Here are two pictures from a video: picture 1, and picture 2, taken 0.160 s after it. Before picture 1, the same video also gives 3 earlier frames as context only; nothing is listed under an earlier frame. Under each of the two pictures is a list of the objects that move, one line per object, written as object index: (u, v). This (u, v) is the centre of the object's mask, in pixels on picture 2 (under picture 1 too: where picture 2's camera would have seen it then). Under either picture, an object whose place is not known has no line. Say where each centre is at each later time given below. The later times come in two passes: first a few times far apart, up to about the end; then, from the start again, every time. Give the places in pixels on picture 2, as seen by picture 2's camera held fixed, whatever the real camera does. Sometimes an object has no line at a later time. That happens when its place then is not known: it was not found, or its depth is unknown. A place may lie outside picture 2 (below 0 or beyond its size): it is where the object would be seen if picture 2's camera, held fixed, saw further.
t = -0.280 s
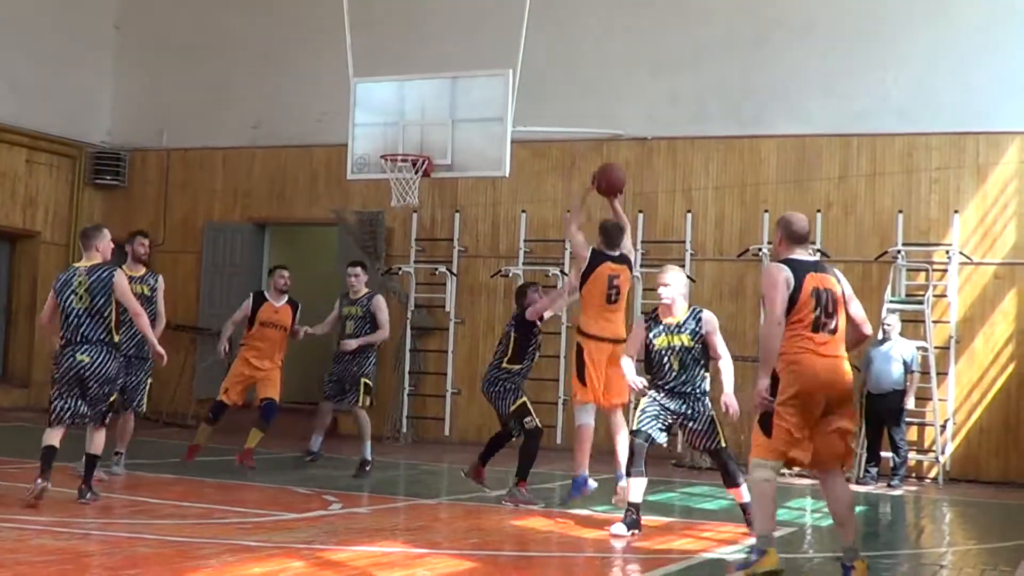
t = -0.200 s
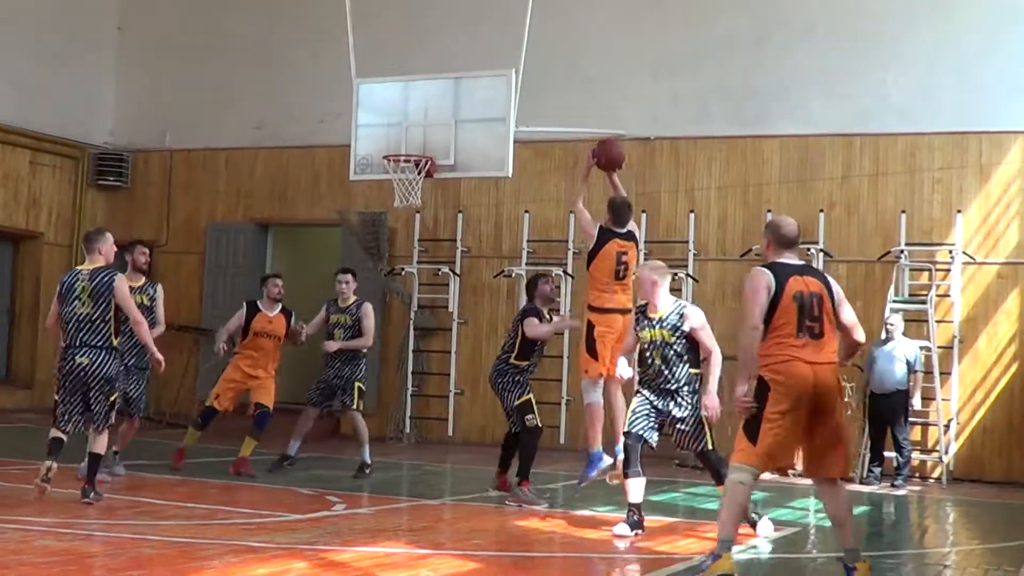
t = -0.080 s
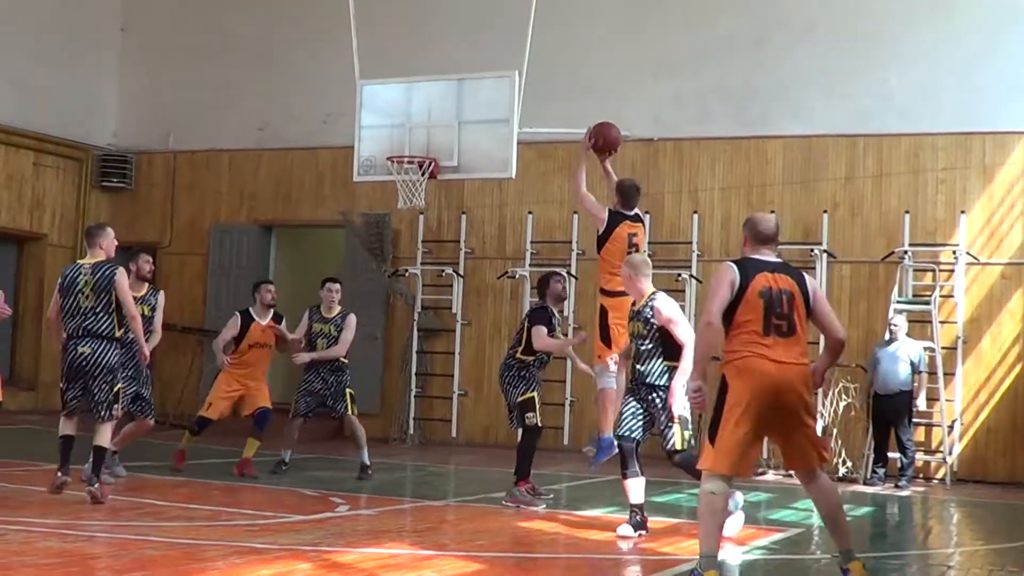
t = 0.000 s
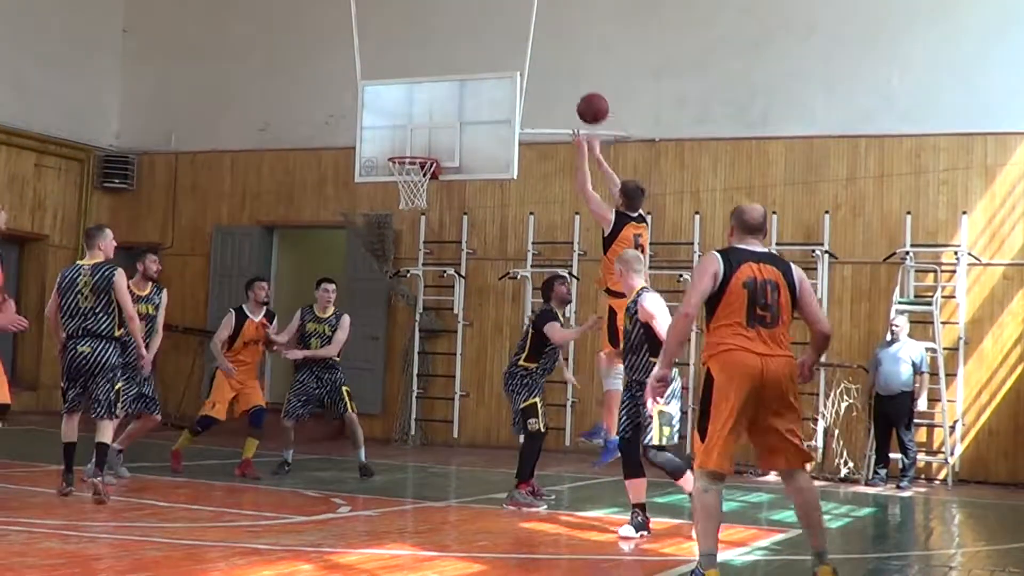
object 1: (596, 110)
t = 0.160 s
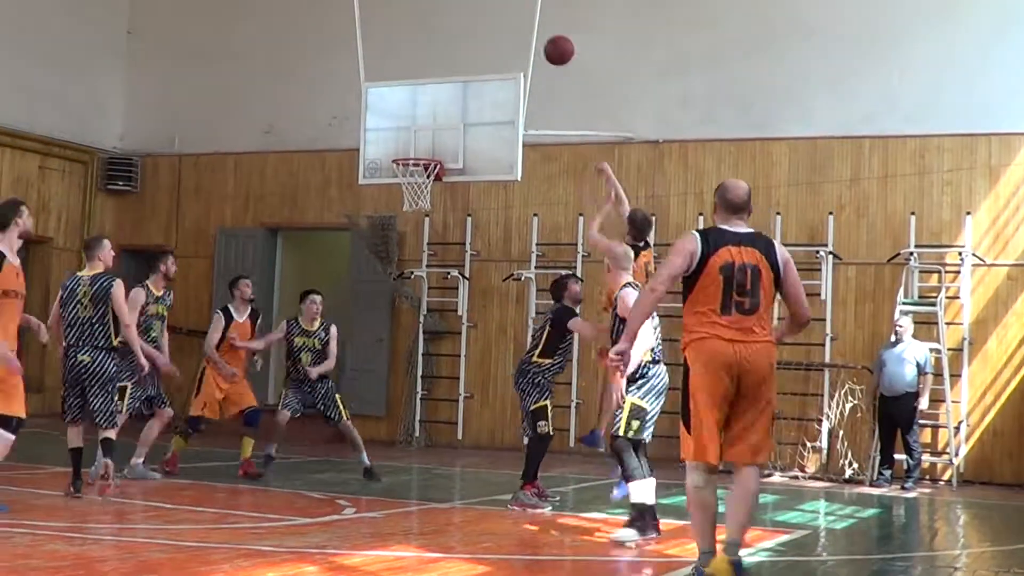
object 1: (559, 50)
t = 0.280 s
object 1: (533, 30)
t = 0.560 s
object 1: (477, 45)
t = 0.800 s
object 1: (433, 119)
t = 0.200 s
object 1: (550, 41)
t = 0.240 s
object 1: (541, 34)
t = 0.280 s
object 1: (533, 30)
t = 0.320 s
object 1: (524, 26)
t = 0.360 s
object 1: (516, 25)
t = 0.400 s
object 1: (508, 26)
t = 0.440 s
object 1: (500, 28)
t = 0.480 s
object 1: (492, 32)
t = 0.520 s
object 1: (484, 38)
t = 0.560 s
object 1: (477, 45)
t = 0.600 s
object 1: (469, 54)
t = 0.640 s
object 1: (461, 64)
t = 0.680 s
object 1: (454, 76)
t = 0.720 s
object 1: (447, 89)
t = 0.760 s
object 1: (440, 103)
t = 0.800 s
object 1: (433, 119)
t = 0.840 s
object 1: (426, 136)
